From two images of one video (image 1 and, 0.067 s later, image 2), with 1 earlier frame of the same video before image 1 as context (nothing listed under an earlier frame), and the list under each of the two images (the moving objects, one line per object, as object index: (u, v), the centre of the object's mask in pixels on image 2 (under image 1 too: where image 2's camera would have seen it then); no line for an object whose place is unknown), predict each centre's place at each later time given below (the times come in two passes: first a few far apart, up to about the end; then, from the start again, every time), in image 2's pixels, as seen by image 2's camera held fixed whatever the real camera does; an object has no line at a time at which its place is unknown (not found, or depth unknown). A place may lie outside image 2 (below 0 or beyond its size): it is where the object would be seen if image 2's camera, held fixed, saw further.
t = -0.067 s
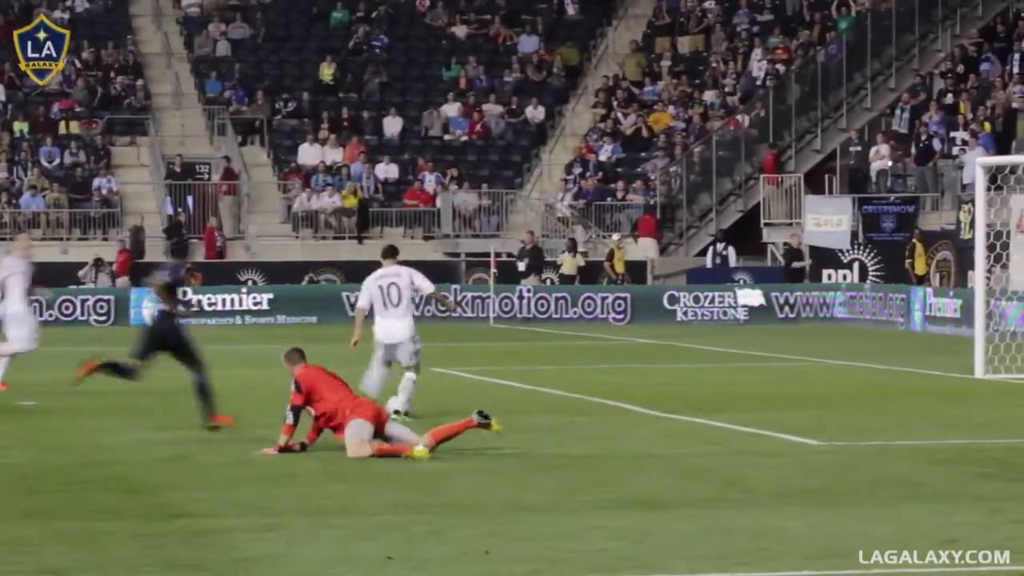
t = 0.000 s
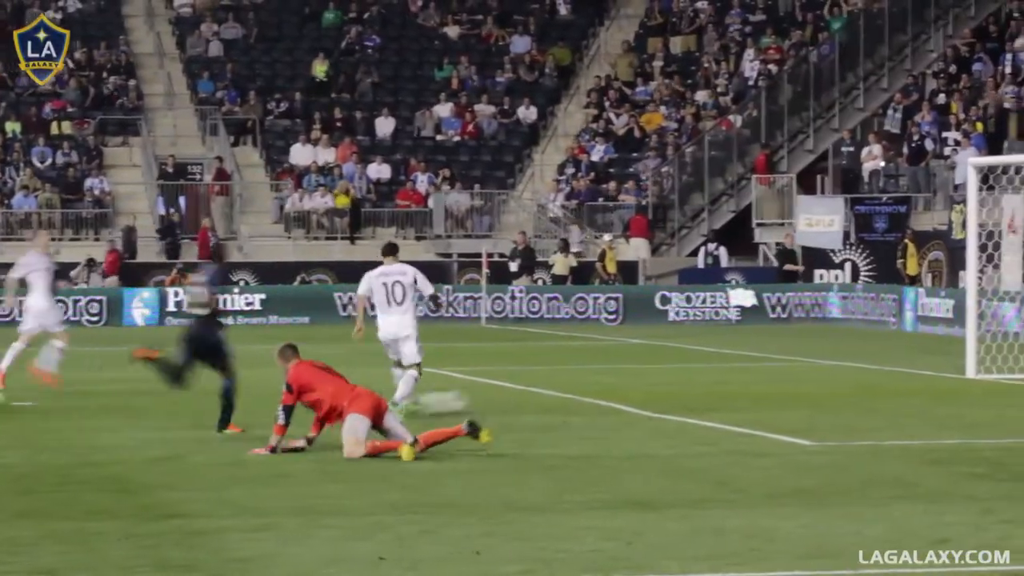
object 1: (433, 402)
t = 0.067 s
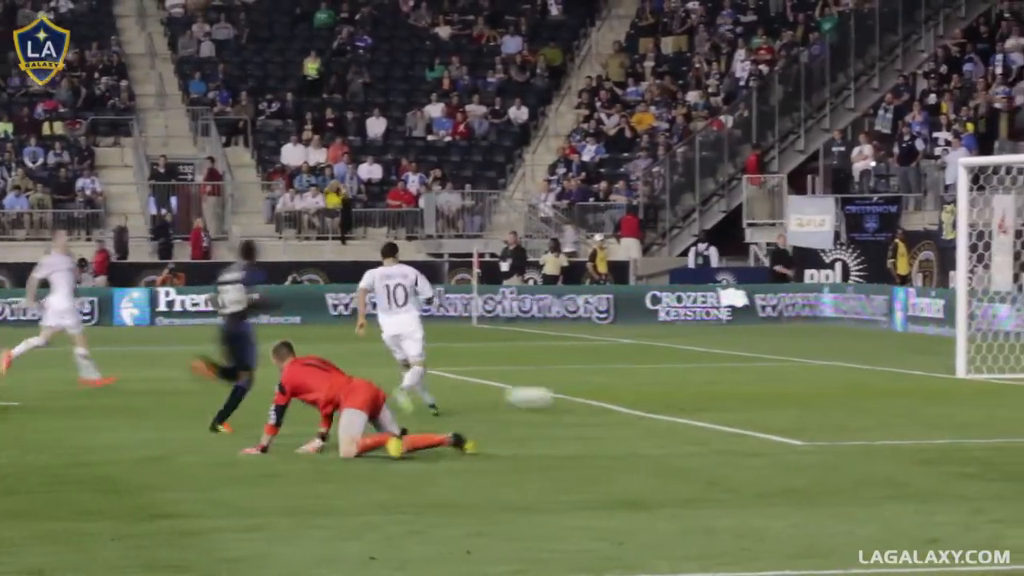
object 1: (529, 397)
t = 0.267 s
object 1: (779, 387)
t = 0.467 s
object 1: (997, 377)
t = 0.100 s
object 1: (576, 395)
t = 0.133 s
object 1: (621, 396)
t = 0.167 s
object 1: (664, 395)
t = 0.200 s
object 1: (705, 392)
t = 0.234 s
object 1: (743, 389)
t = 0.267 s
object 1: (779, 387)
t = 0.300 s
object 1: (819, 385)
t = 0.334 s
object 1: (858, 386)
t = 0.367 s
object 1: (895, 386)
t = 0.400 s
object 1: (930, 384)
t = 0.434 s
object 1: (962, 381)
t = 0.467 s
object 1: (997, 377)
